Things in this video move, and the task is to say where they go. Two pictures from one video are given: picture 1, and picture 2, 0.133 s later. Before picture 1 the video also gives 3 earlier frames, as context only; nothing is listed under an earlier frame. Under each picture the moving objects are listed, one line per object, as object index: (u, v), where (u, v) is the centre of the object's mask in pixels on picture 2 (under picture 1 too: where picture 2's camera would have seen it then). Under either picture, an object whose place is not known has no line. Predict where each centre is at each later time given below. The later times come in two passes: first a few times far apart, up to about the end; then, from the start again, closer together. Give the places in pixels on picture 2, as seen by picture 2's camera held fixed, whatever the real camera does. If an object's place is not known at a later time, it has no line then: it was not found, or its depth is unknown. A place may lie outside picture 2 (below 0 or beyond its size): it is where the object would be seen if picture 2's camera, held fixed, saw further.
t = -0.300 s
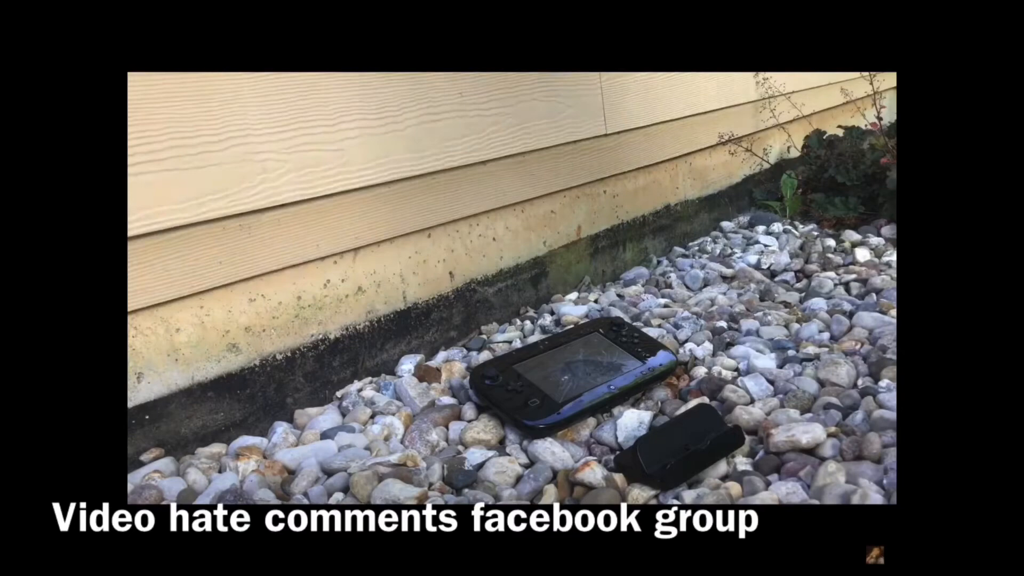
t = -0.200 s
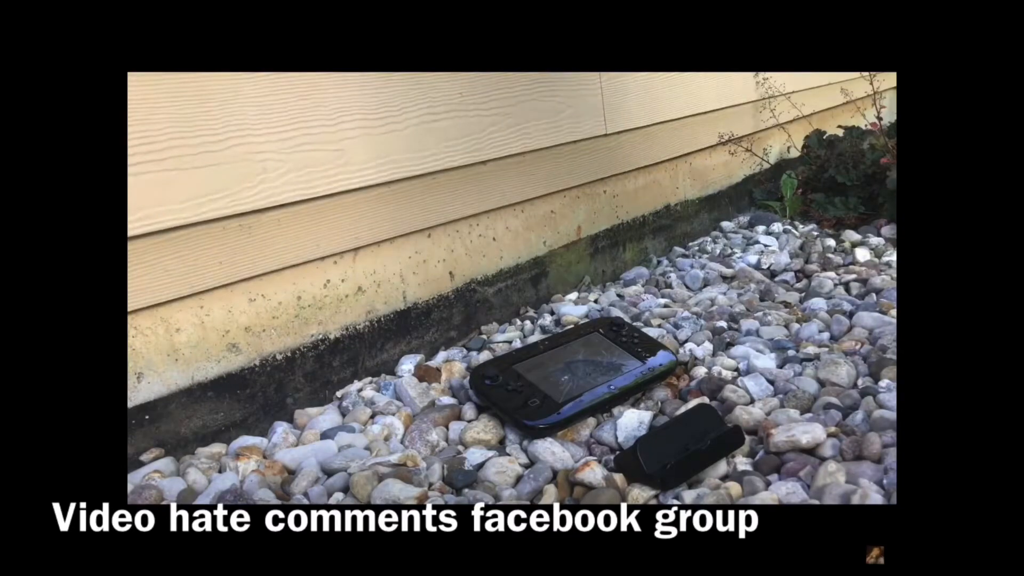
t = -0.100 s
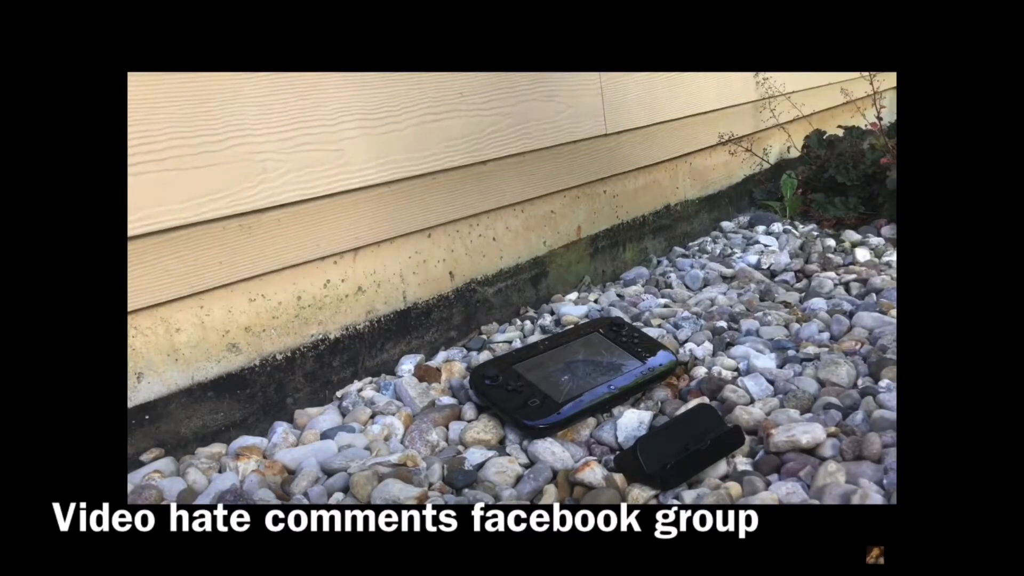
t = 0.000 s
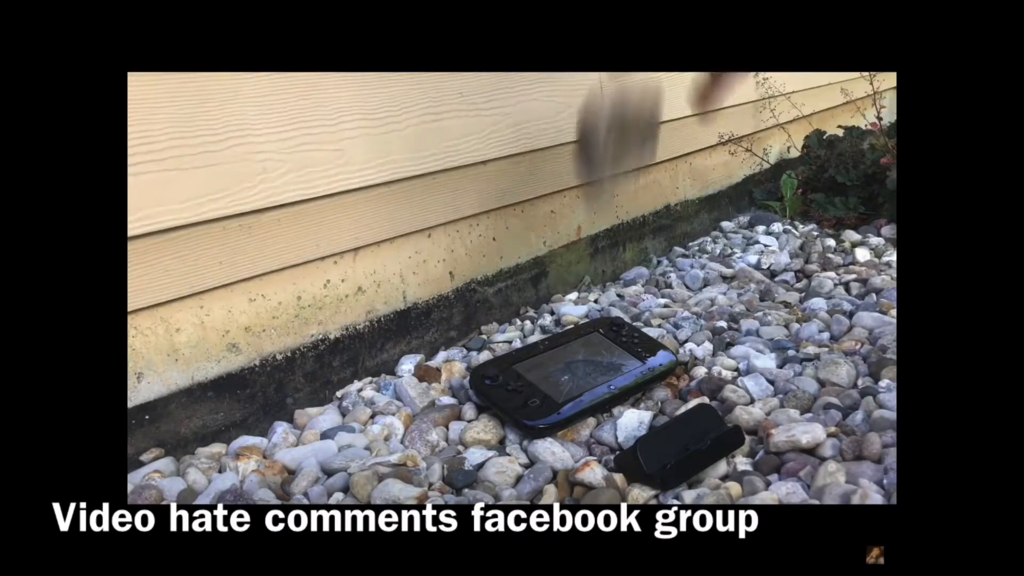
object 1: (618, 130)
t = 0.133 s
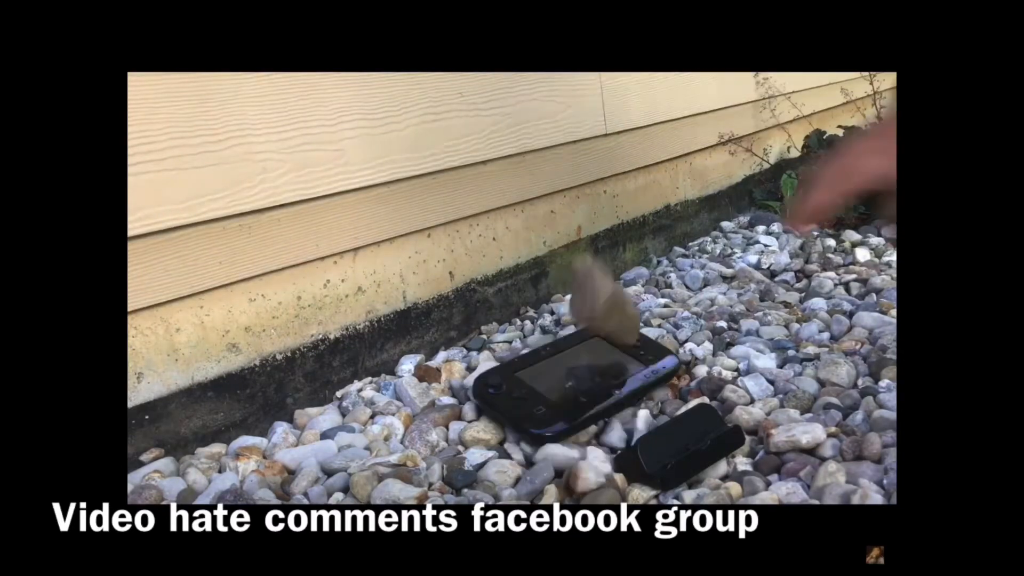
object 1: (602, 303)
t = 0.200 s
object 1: (623, 277)
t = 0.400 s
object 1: (678, 324)
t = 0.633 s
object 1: (680, 325)
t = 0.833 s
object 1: (681, 325)
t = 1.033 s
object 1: (683, 325)
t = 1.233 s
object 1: (683, 325)
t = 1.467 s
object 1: (683, 325)
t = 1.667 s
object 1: (683, 325)
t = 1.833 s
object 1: (683, 325)
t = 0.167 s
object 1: (613, 285)
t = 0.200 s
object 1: (623, 277)
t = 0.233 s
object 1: (629, 281)
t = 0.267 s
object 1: (634, 291)
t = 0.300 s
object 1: (644, 305)
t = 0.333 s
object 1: (657, 314)
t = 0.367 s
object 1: (667, 317)
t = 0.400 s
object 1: (678, 324)
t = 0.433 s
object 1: (684, 324)
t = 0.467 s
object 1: (685, 324)
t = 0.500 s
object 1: (684, 324)
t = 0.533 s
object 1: (683, 325)
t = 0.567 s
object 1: (681, 325)
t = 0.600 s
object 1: (681, 325)
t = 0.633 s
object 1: (680, 325)
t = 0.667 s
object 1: (680, 325)
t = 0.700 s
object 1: (680, 325)
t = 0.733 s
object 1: (680, 325)
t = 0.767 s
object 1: (680, 325)
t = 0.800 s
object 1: (680, 325)
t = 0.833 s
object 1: (681, 325)
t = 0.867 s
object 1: (682, 325)
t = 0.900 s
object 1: (683, 325)
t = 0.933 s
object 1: (683, 325)
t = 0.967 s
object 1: (682, 325)
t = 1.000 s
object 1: (683, 325)
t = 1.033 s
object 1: (683, 325)
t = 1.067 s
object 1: (683, 325)
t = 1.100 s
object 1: (683, 325)
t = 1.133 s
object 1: (683, 325)
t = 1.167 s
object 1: (683, 325)
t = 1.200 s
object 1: (683, 325)
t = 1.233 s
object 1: (683, 325)
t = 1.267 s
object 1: (683, 325)
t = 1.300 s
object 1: (683, 325)
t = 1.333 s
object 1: (683, 325)
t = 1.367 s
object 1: (683, 325)
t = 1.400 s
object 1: (683, 325)
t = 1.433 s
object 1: (683, 325)
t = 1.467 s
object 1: (683, 325)
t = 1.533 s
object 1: (683, 325)
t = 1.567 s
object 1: (683, 325)
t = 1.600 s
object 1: (683, 325)
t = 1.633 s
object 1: (683, 325)
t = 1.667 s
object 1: (683, 325)
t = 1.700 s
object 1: (683, 325)
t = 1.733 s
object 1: (683, 325)
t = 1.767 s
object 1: (683, 325)
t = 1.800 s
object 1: (683, 325)
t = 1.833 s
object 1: (683, 325)
